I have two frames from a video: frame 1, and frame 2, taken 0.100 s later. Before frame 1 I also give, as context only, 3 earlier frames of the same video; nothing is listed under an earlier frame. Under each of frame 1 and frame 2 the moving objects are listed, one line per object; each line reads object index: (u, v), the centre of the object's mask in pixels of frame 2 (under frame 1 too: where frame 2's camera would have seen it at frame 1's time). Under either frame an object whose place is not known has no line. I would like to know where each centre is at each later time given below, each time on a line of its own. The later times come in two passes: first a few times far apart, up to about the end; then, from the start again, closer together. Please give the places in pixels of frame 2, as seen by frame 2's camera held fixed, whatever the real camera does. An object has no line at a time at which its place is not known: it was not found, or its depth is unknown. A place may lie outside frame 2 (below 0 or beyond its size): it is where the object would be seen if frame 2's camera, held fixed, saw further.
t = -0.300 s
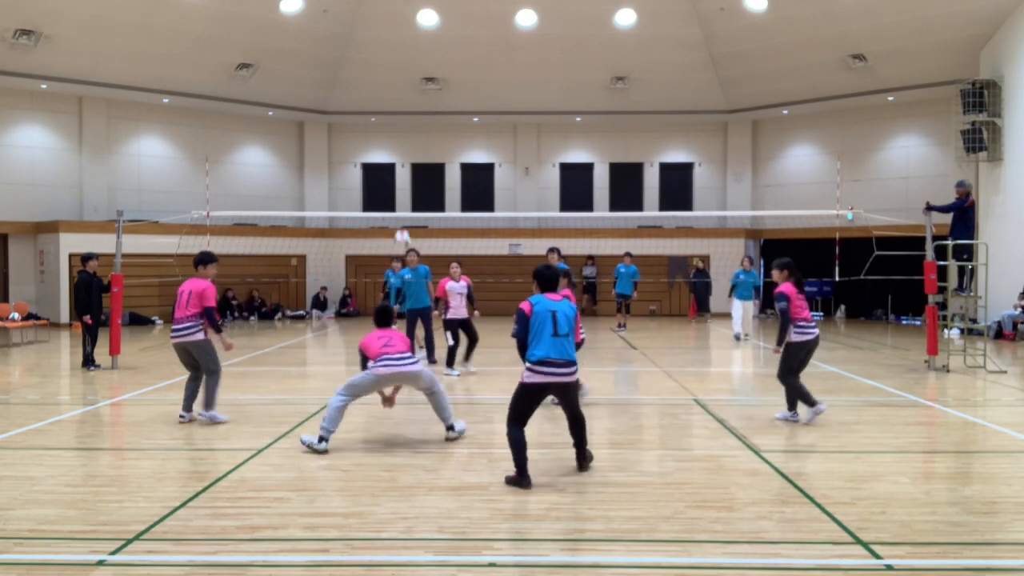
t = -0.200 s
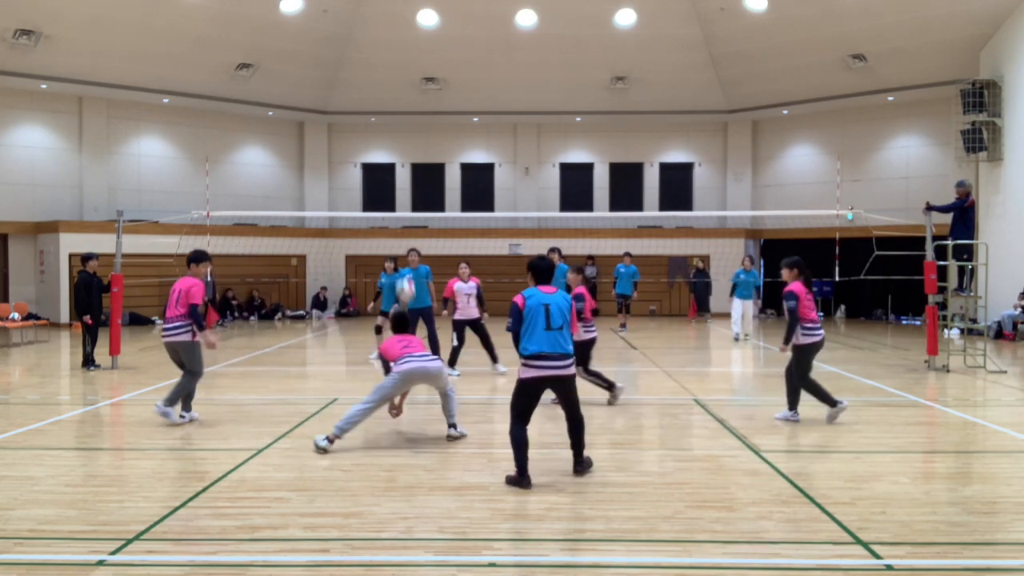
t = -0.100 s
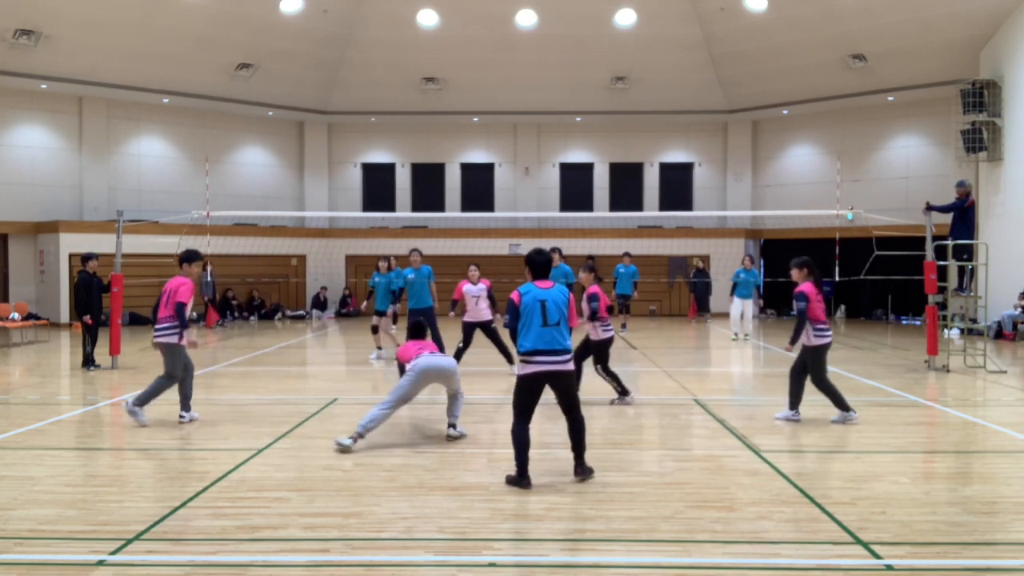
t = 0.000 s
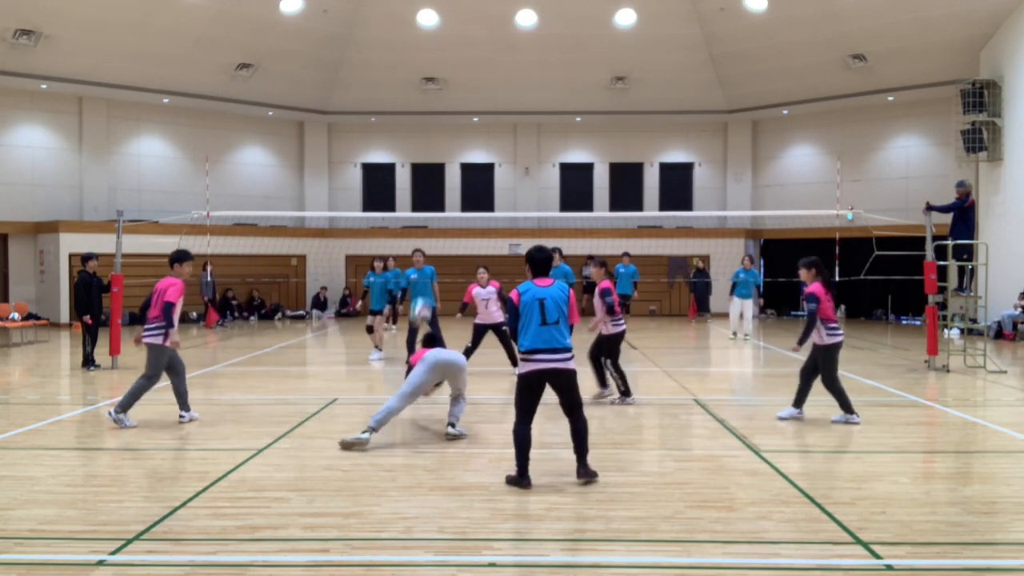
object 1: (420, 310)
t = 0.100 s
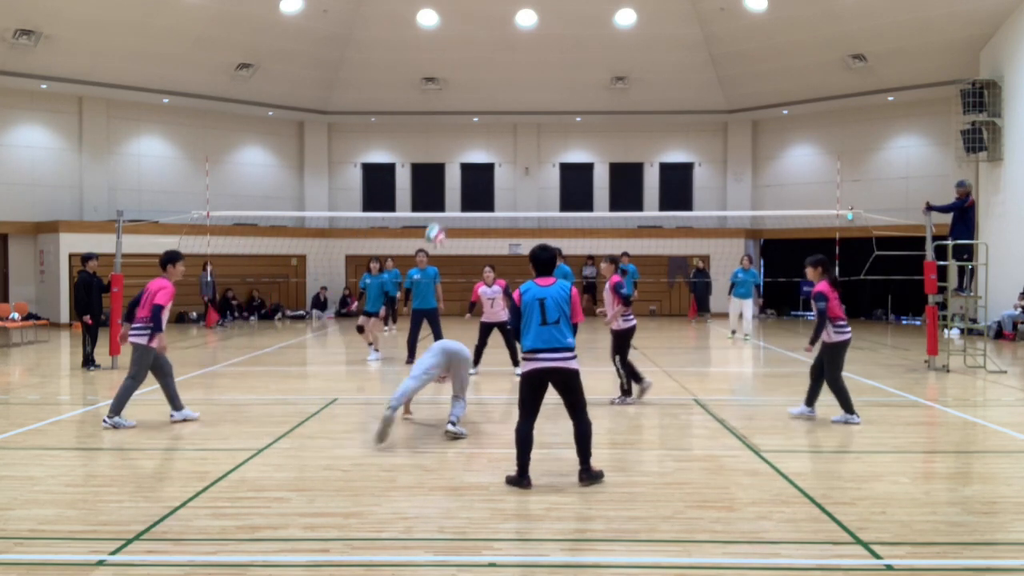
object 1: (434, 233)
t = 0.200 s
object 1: (447, 173)
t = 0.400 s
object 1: (472, 87)
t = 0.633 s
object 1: (498, 38)
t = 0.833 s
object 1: (517, 34)
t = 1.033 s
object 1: (536, 60)
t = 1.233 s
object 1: (553, 112)
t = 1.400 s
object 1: (566, 174)
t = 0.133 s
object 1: (438, 214)
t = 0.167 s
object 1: (442, 194)
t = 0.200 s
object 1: (447, 173)
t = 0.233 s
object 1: (451, 156)
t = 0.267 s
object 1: (456, 140)
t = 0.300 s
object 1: (460, 125)
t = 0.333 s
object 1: (464, 111)
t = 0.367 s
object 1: (469, 98)
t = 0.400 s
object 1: (472, 87)
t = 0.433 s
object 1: (476, 78)
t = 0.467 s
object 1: (479, 68)
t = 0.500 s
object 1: (484, 60)
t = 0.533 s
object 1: (487, 53)
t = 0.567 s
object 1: (491, 47)
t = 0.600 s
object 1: (494, 42)
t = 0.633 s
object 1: (498, 38)
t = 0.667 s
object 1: (502, 35)
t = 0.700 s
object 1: (504, 34)
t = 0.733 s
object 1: (507, 32)
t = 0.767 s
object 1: (510, 32)
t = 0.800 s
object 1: (514, 32)
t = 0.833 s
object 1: (517, 34)
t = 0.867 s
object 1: (521, 36)
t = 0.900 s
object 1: (524, 39)
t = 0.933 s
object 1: (527, 43)
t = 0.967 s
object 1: (530, 48)
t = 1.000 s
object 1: (533, 53)
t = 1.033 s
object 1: (536, 60)
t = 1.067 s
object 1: (539, 67)
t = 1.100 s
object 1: (542, 74)
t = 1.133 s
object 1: (545, 84)
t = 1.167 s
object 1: (547, 91)
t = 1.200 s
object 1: (551, 102)
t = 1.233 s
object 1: (553, 112)
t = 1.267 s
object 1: (556, 124)
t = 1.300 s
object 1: (558, 134)
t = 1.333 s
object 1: (561, 145)
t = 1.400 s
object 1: (566, 174)
